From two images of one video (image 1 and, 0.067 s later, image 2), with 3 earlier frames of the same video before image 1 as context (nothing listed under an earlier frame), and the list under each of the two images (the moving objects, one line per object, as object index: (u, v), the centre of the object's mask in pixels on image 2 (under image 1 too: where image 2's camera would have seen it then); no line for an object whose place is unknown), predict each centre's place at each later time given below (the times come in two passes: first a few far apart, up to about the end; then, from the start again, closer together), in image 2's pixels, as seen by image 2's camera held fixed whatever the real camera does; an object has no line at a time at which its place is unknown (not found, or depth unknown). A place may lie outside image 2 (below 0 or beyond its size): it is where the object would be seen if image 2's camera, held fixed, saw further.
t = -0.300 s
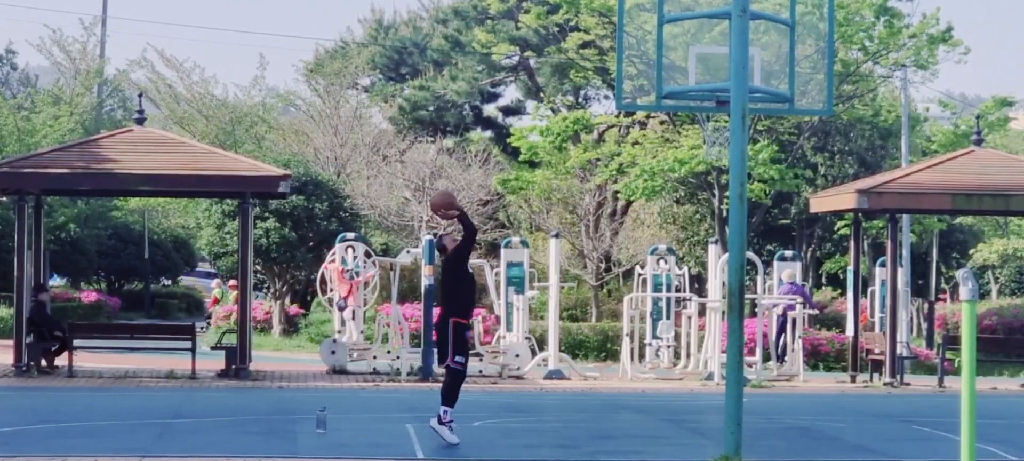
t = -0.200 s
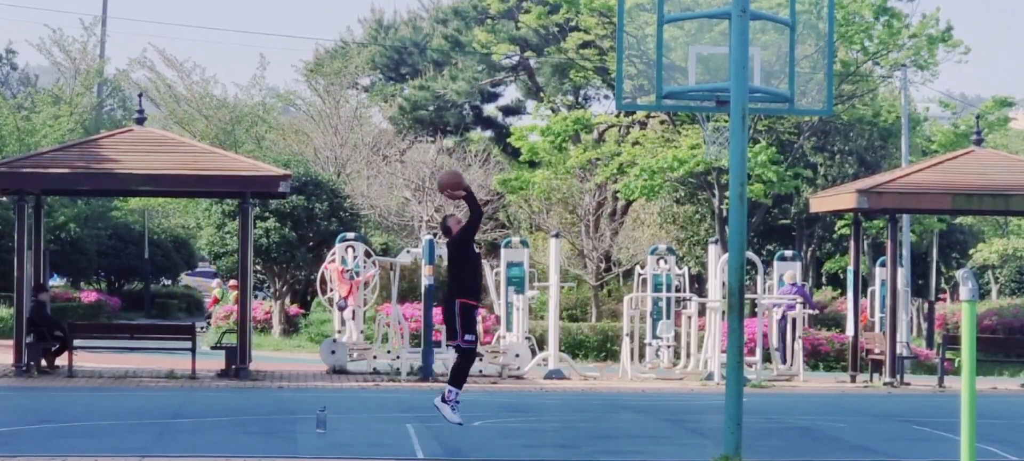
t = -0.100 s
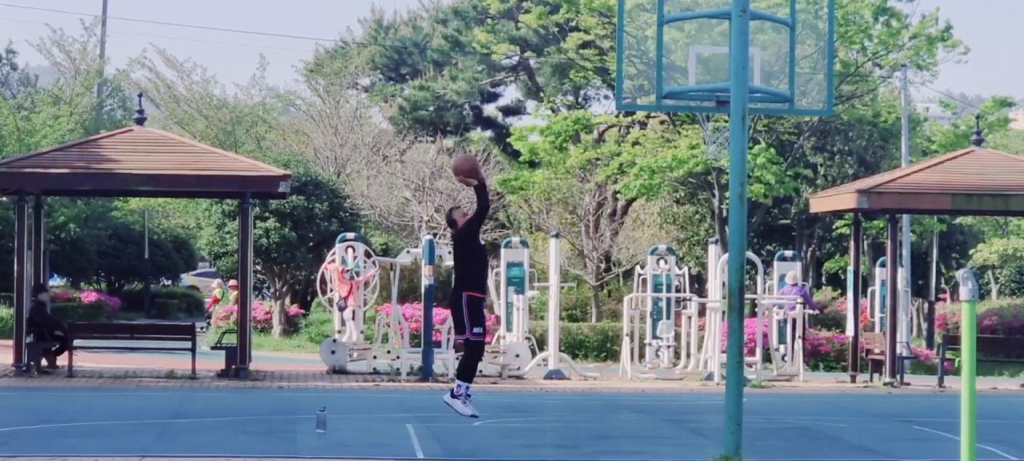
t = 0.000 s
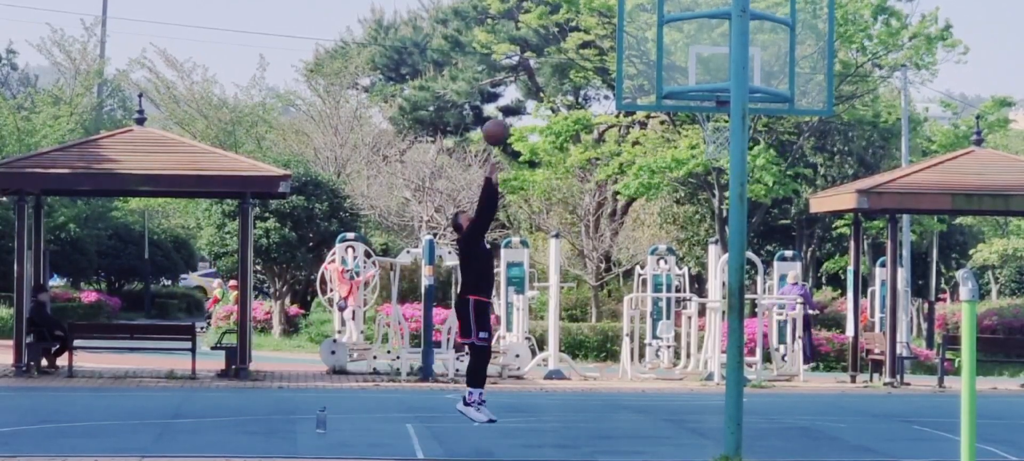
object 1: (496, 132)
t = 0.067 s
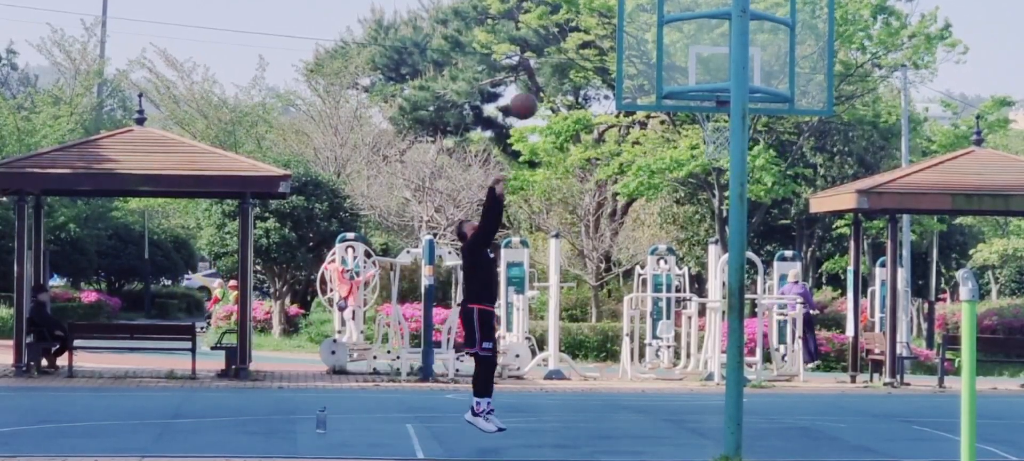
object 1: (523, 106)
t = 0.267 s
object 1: (605, 57)
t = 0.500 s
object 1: (689, 59)
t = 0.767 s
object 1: (717, 124)
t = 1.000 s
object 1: (717, 169)
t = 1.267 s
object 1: (713, 286)
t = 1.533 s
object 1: (709, 417)
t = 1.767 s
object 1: (700, 321)
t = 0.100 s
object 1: (537, 94)
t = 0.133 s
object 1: (550, 85)
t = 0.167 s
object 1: (565, 75)
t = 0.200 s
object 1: (578, 68)
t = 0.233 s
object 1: (593, 61)
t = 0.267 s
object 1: (605, 57)
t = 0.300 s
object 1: (620, 54)
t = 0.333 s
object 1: (635, 50)
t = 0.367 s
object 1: (646, 49)
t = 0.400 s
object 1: (663, 48)
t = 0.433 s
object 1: (676, 49)
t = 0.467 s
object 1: (681, 53)
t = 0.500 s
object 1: (689, 59)
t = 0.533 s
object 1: (700, 65)
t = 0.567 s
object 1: (706, 72)
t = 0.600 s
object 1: (710, 77)
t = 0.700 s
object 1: (721, 116)
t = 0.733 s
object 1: (719, 120)
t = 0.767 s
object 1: (717, 124)
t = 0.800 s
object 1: (717, 132)
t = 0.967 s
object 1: (716, 161)
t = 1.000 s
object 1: (717, 169)
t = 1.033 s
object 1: (716, 180)
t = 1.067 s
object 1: (716, 189)
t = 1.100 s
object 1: (716, 202)
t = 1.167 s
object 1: (715, 231)
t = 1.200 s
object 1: (715, 248)
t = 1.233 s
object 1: (715, 266)
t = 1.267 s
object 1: (713, 286)
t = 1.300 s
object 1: (714, 306)
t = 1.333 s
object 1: (713, 327)
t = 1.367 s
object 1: (713, 351)
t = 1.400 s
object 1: (712, 375)
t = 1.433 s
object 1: (712, 401)
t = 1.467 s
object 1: (711, 428)
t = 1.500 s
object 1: (711, 438)
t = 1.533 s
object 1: (709, 417)
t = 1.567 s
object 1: (708, 398)
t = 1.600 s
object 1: (706, 380)
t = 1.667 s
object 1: (703, 348)
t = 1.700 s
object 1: (701, 333)
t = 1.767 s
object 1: (700, 321)
